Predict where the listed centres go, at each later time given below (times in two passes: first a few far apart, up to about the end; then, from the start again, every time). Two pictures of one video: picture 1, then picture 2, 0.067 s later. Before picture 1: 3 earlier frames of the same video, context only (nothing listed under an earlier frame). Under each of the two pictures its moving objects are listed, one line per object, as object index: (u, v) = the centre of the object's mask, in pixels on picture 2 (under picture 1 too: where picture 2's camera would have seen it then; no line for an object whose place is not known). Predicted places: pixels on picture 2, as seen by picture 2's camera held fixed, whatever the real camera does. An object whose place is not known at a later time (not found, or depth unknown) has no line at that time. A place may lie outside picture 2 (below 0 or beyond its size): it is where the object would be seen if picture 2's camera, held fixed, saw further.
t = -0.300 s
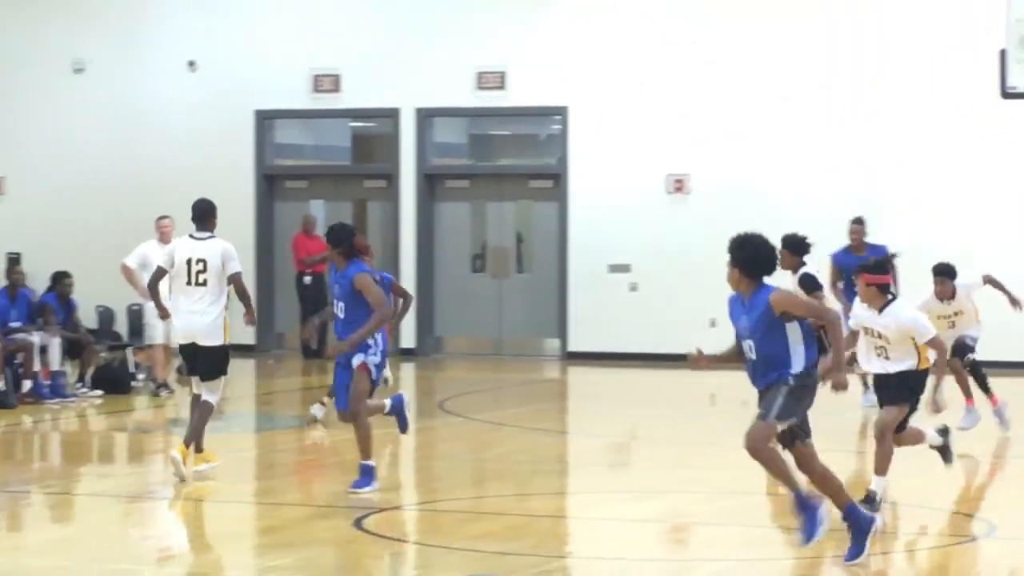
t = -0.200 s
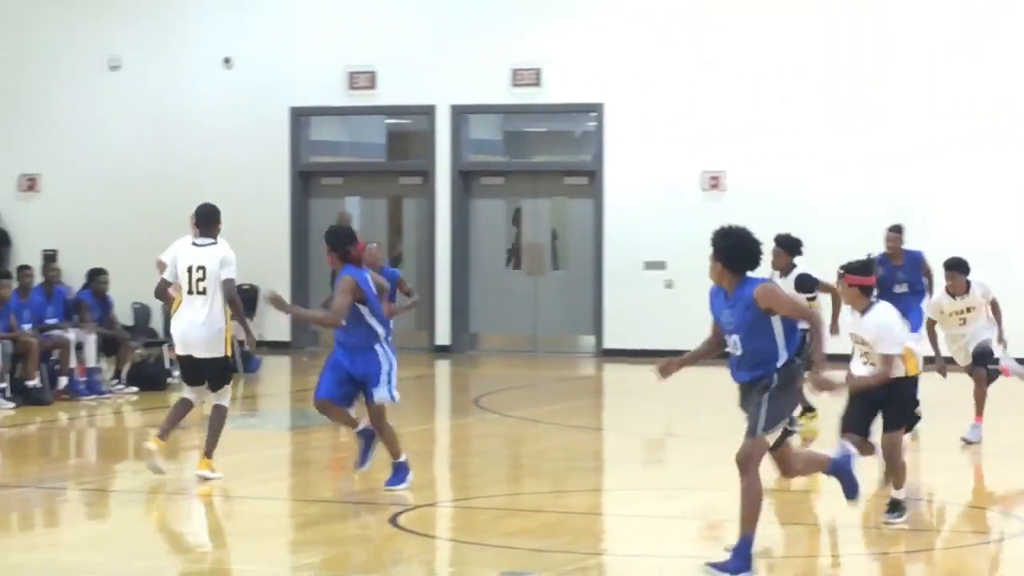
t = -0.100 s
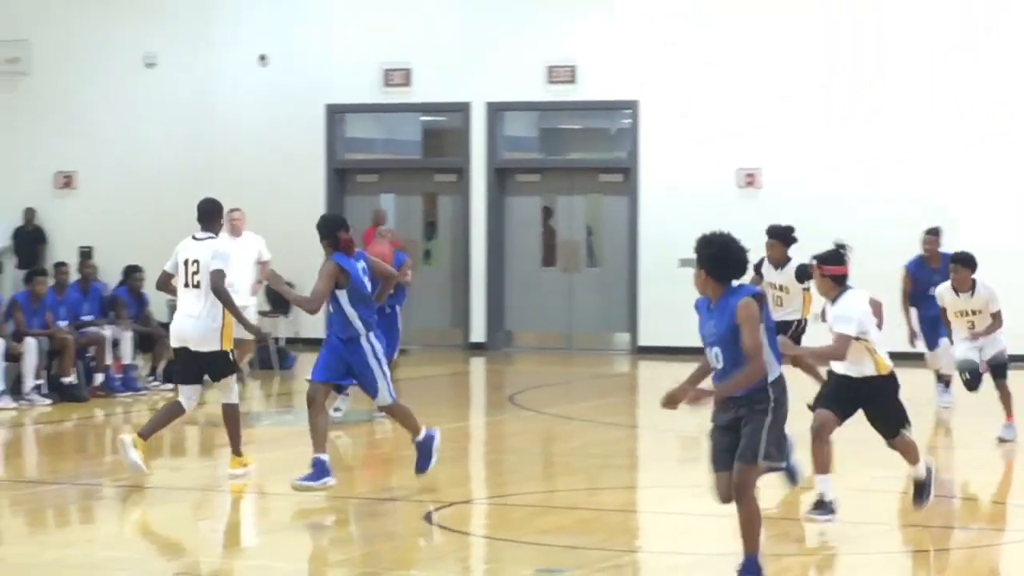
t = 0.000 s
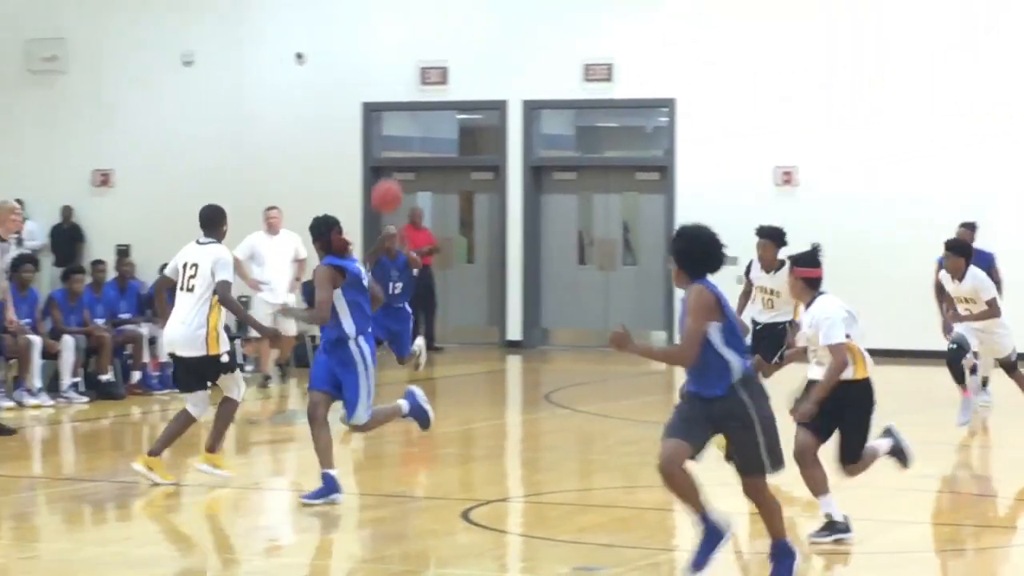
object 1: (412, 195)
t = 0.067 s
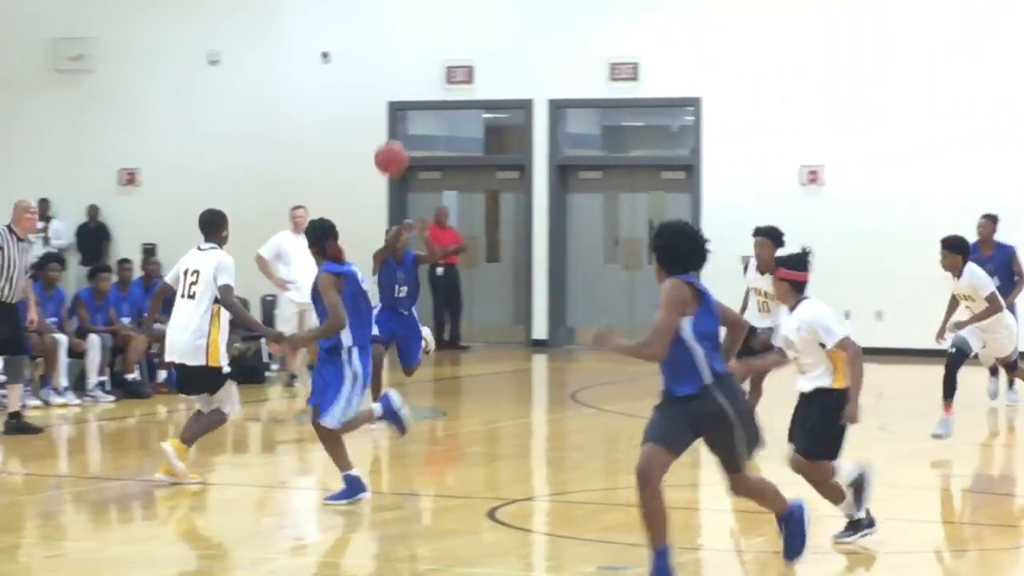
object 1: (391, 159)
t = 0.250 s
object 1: (319, 71)
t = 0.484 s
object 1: (196, 2)
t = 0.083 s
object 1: (386, 150)
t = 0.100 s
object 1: (379, 141)
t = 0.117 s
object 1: (373, 133)
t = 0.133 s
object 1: (366, 125)
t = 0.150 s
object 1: (360, 117)
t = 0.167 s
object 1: (354, 108)
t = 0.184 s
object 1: (347, 101)
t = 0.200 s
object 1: (340, 93)
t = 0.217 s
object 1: (333, 86)
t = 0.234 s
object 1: (326, 78)
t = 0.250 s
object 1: (319, 71)
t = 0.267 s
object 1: (311, 64)
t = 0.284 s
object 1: (304, 57)
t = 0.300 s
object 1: (296, 51)
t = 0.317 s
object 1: (288, 44)
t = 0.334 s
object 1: (280, 38)
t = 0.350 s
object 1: (271, 32)
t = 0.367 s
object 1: (263, 26)
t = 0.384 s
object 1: (254, 21)
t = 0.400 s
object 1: (245, 16)
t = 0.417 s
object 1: (236, 12)
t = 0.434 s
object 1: (227, 9)
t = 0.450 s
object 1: (217, 7)
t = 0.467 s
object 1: (207, 4)
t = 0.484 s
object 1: (196, 2)
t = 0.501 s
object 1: (185, 0)
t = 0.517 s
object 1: (174, -2)
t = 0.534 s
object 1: (162, -4)
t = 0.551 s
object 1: (150, -5)
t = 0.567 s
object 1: (137, -7)
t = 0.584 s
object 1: (125, -8)
